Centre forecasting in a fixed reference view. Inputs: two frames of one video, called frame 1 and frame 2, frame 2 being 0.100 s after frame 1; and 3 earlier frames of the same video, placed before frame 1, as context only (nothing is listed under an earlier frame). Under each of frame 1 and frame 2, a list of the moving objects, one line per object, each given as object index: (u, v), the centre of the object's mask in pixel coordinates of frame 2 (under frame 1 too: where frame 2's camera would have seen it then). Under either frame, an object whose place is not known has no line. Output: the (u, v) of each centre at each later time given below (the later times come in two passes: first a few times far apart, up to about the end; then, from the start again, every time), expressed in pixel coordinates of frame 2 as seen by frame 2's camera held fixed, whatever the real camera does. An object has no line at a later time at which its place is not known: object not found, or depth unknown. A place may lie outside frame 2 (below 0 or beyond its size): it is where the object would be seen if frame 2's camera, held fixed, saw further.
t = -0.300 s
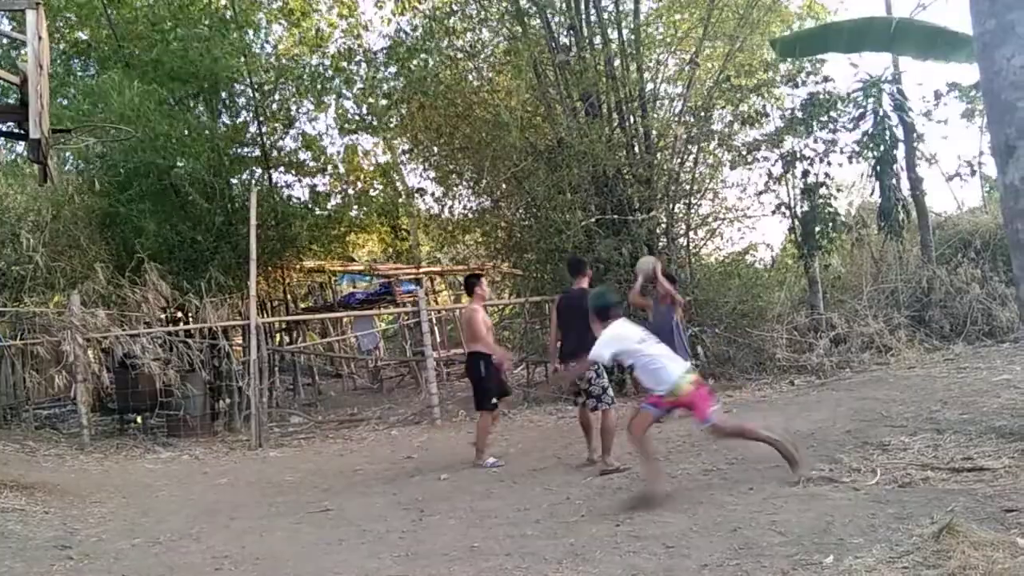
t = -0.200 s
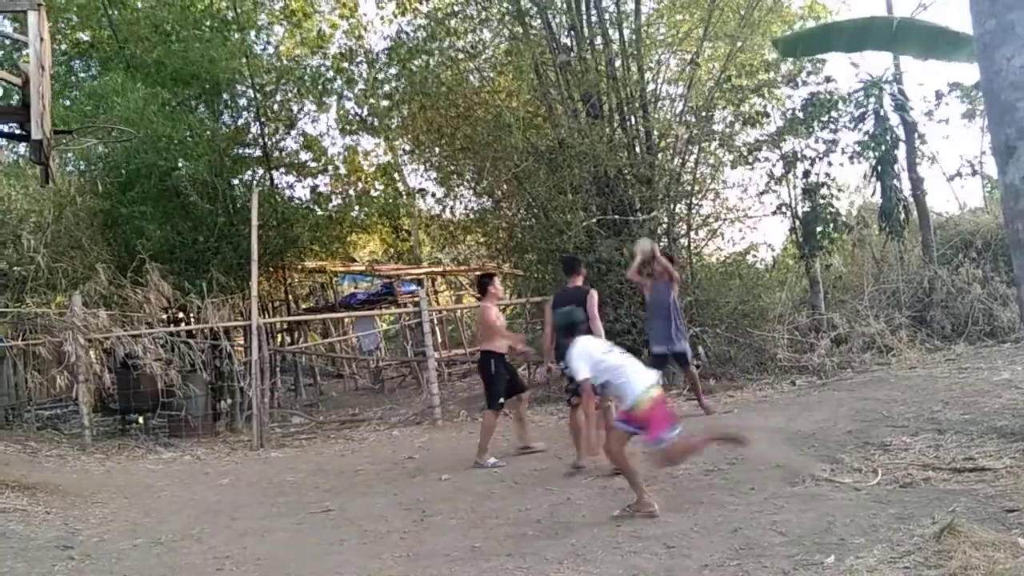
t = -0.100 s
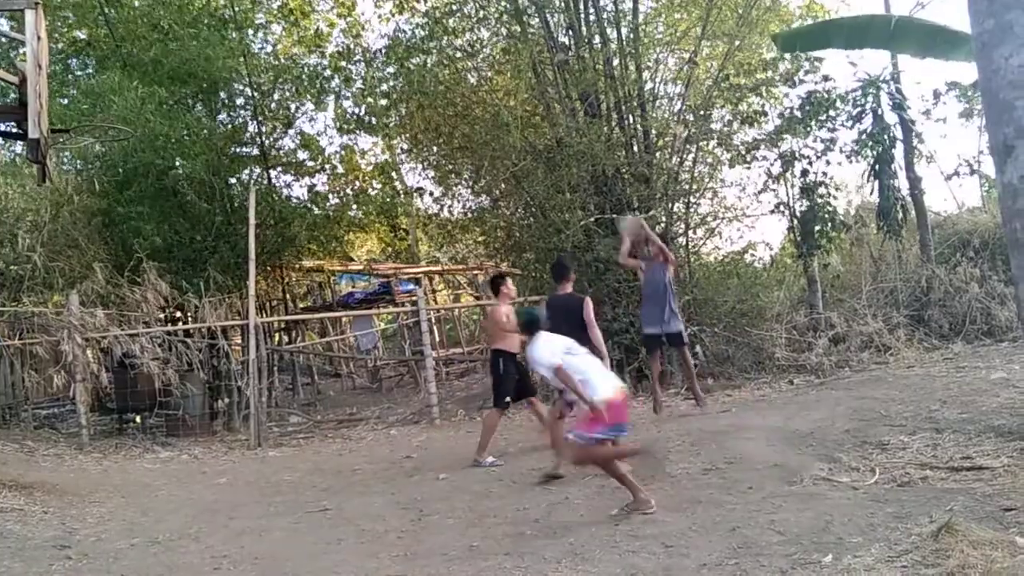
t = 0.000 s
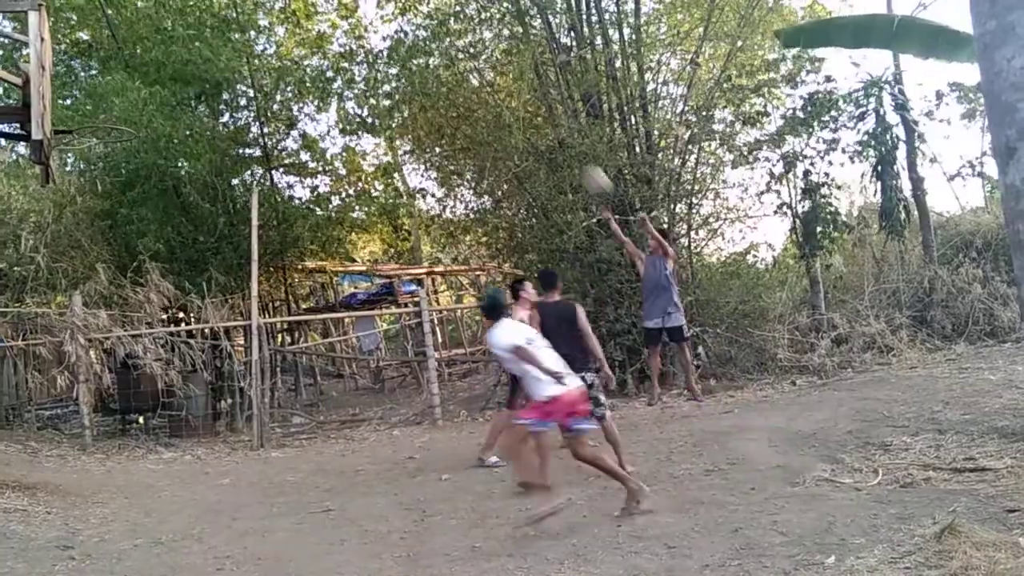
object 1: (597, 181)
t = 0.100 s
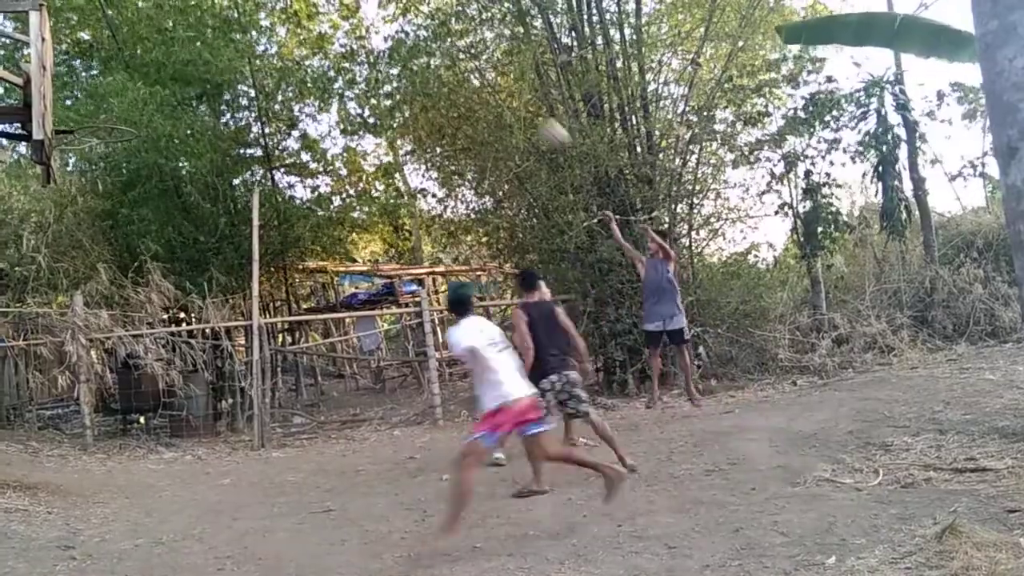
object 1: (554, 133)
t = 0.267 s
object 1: (477, 71)
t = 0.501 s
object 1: (364, 30)
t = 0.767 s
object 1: (234, 55)
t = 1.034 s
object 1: (99, 173)
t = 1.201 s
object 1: (14, 303)
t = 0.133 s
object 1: (538, 117)
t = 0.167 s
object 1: (524, 104)
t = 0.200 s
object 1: (509, 93)
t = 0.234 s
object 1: (494, 83)
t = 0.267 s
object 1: (477, 71)
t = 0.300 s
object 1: (458, 59)
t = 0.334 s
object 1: (445, 52)
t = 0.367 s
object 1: (431, 49)
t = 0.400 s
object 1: (414, 41)
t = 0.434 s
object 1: (397, 38)
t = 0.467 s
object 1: (381, 33)
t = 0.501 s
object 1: (364, 30)
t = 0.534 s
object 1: (348, 28)
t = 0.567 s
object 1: (331, 26)
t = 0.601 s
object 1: (317, 30)
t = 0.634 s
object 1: (302, 33)
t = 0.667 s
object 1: (284, 36)
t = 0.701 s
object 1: (268, 41)
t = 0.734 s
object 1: (251, 46)
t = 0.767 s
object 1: (234, 55)
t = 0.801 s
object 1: (217, 63)
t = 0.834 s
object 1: (199, 75)
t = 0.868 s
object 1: (184, 87)
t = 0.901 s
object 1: (166, 103)
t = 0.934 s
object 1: (150, 117)
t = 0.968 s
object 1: (134, 132)
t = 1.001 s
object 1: (114, 151)
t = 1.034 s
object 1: (99, 173)
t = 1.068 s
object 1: (83, 194)
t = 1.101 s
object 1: (62, 223)
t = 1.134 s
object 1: (46, 246)
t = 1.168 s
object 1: (25, 277)
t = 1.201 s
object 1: (14, 303)
